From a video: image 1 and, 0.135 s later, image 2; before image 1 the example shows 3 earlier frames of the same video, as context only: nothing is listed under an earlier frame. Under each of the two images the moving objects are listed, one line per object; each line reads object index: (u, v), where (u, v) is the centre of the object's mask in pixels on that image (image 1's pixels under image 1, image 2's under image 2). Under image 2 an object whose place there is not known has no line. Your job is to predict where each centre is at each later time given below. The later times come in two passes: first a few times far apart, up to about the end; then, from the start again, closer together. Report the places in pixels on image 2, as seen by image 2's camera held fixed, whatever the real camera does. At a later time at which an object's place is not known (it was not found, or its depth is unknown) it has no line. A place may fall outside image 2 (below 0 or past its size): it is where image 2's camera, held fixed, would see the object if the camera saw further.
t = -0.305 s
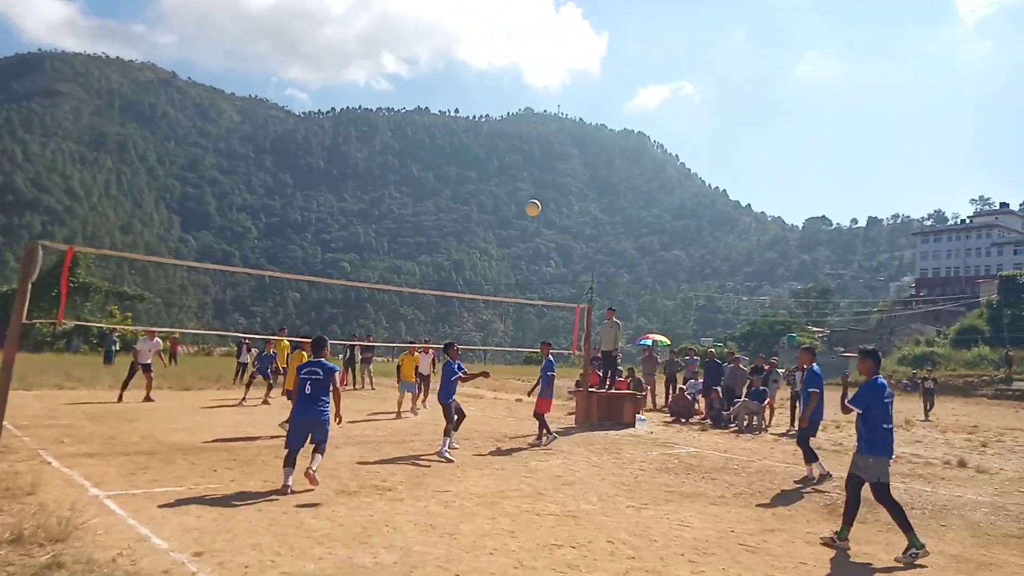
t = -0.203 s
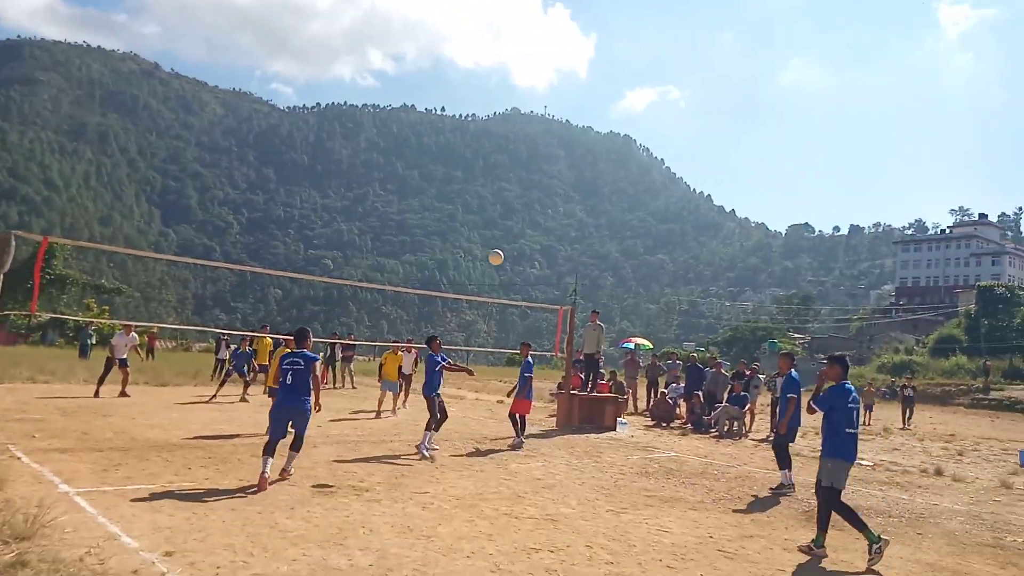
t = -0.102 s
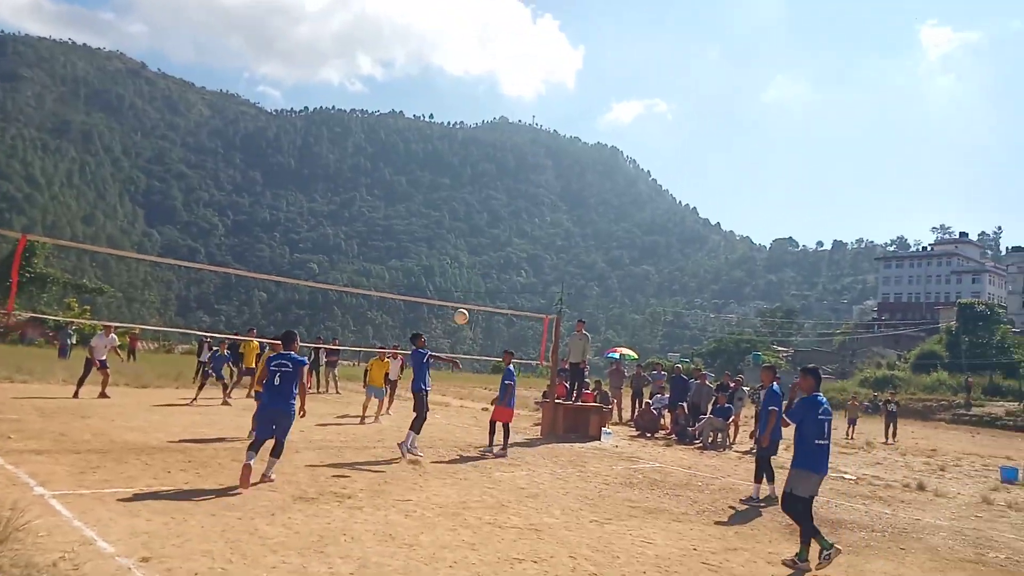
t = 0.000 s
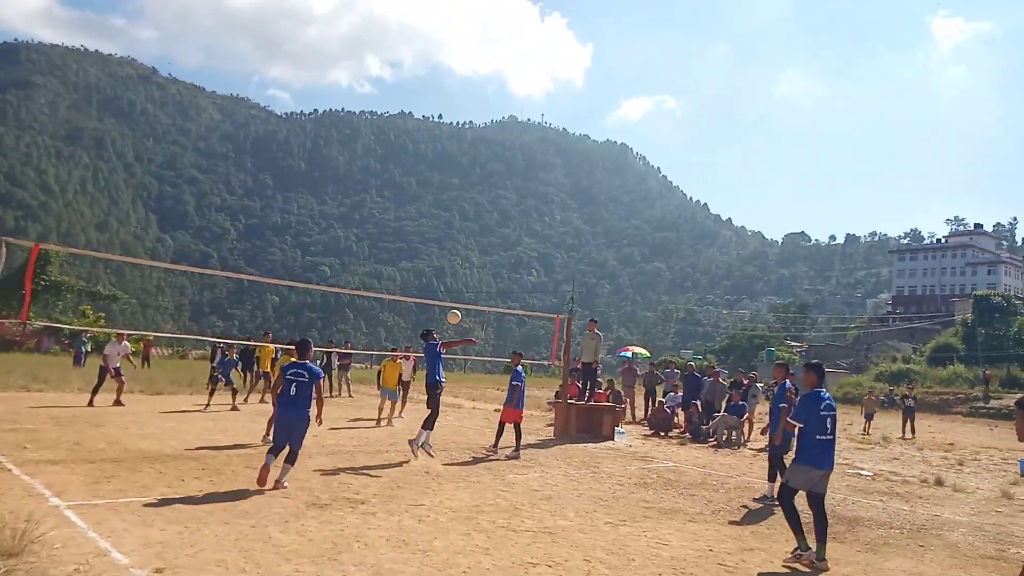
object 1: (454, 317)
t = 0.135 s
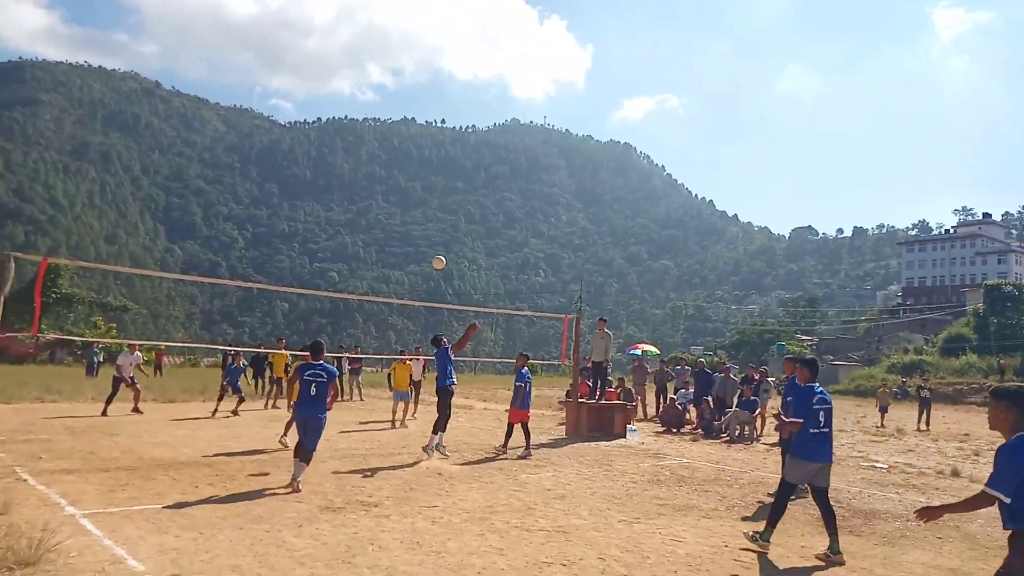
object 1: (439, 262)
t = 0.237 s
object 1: (423, 231)
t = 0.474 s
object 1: (386, 190)
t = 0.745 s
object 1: (345, 182)
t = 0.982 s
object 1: (310, 207)
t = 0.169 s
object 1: (433, 251)
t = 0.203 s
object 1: (428, 241)
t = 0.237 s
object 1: (423, 231)
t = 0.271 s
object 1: (417, 223)
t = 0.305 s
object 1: (412, 215)
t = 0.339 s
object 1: (407, 209)
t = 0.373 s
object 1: (401, 202)
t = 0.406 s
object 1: (396, 197)
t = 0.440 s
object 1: (391, 193)
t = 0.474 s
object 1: (386, 190)
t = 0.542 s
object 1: (375, 184)
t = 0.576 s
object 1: (370, 183)
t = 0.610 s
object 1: (365, 181)
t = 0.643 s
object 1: (360, 180)
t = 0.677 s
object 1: (351, 181)
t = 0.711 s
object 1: (350, 181)
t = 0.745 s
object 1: (345, 182)
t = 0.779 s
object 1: (339, 184)
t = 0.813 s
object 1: (335, 187)
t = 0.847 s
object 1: (330, 190)
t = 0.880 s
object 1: (325, 193)
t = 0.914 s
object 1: (320, 197)
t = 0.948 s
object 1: (315, 201)
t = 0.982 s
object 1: (310, 207)
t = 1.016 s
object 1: (302, 213)
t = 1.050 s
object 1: (295, 219)
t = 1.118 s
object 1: (285, 231)
